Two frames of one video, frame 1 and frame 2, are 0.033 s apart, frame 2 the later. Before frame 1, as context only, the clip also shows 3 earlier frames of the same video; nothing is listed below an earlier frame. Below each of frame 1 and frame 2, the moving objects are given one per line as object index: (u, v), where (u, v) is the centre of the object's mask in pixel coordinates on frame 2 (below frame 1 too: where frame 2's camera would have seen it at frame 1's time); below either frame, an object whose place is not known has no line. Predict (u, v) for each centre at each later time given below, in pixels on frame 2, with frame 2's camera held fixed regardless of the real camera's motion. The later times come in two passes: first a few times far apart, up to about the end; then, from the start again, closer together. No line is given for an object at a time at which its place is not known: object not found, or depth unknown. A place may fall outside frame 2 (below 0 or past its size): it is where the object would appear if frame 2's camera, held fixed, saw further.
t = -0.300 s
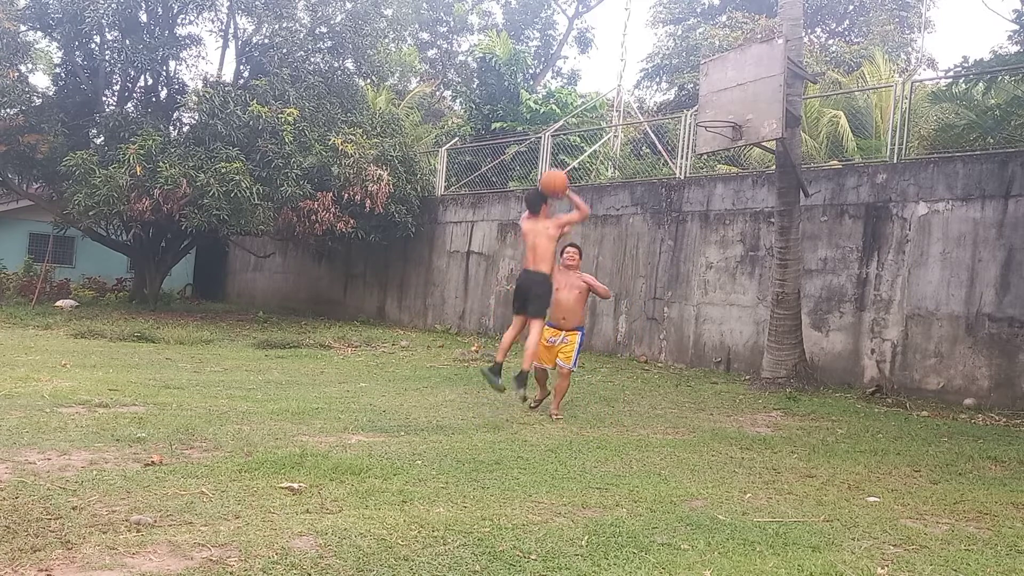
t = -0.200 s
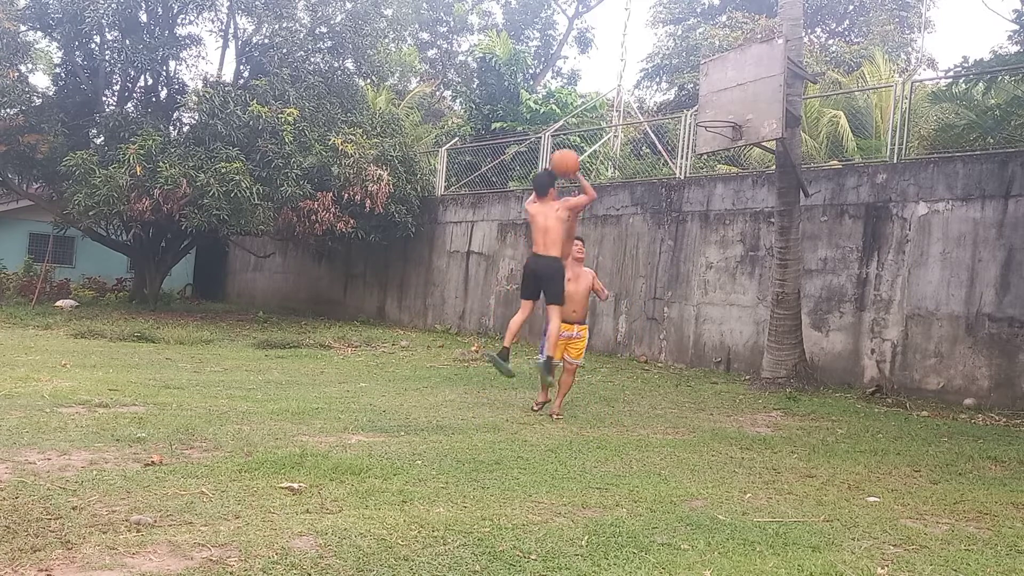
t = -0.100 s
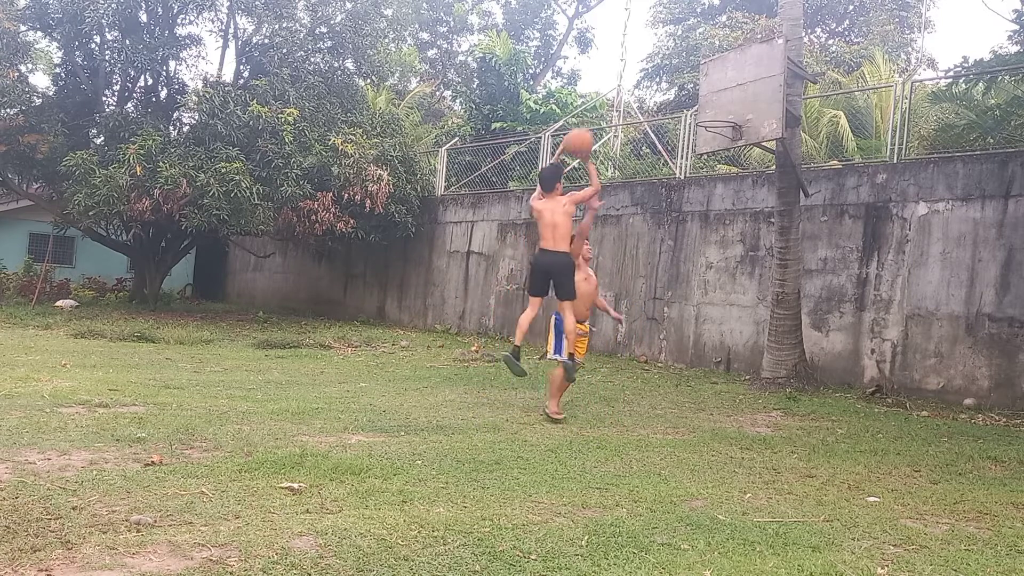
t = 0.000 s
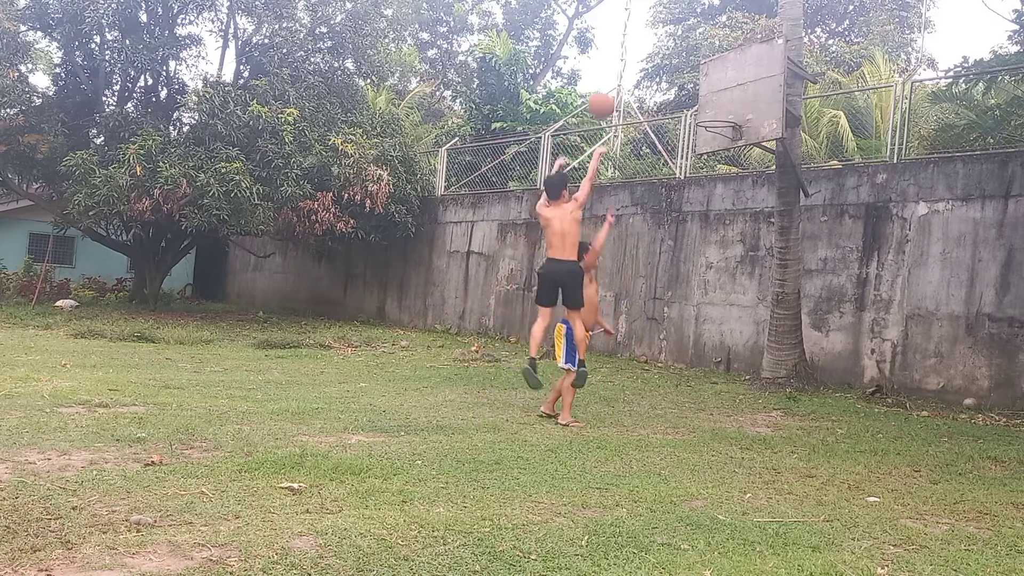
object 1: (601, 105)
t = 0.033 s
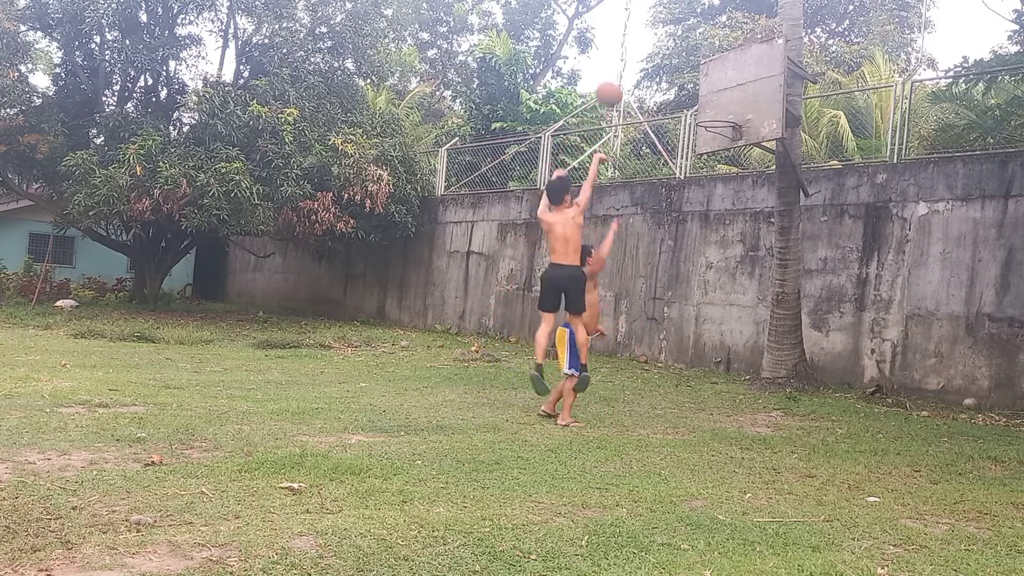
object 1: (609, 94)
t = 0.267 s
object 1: (655, 53)
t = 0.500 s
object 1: (690, 70)
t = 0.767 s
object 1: (720, 144)
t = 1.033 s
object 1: (729, 264)
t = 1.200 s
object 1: (732, 371)
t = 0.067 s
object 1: (616, 83)
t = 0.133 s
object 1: (630, 68)
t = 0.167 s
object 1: (637, 63)
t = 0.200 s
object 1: (644, 58)
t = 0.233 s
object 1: (650, 55)
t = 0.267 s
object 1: (655, 53)
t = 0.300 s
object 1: (661, 53)
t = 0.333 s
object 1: (667, 52)
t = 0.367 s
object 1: (671, 54)
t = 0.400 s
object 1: (677, 56)
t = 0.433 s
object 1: (682, 59)
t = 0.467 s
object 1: (686, 64)
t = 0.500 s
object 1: (690, 70)
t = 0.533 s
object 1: (695, 76)
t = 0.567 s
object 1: (699, 83)
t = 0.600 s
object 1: (703, 93)
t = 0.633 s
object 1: (707, 103)
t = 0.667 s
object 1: (710, 112)
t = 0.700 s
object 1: (714, 123)
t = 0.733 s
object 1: (718, 133)
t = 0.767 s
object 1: (720, 144)
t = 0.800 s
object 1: (721, 155)
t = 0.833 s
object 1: (722, 167)
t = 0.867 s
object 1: (723, 181)
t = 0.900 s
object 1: (725, 196)
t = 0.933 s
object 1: (726, 211)
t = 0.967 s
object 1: (728, 226)
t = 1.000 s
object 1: (727, 245)
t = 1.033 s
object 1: (729, 264)
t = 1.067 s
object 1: (729, 283)
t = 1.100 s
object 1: (730, 304)
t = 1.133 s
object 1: (730, 326)
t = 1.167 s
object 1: (731, 347)
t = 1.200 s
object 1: (732, 371)
